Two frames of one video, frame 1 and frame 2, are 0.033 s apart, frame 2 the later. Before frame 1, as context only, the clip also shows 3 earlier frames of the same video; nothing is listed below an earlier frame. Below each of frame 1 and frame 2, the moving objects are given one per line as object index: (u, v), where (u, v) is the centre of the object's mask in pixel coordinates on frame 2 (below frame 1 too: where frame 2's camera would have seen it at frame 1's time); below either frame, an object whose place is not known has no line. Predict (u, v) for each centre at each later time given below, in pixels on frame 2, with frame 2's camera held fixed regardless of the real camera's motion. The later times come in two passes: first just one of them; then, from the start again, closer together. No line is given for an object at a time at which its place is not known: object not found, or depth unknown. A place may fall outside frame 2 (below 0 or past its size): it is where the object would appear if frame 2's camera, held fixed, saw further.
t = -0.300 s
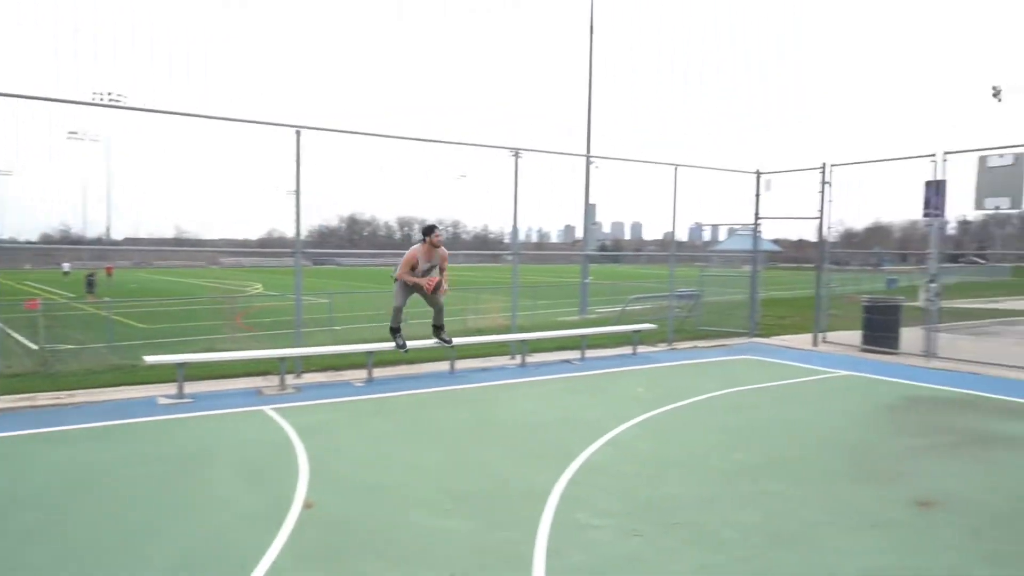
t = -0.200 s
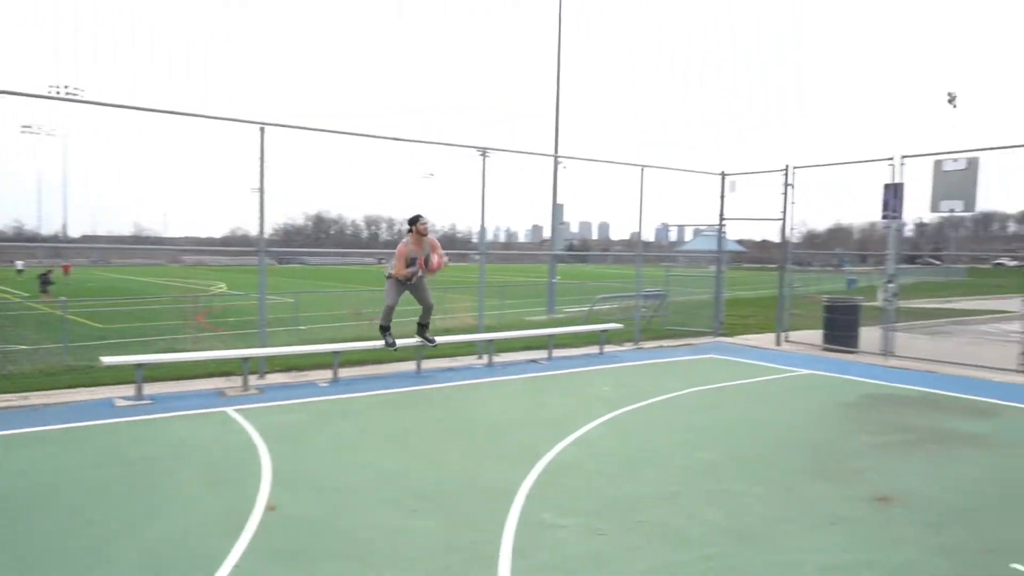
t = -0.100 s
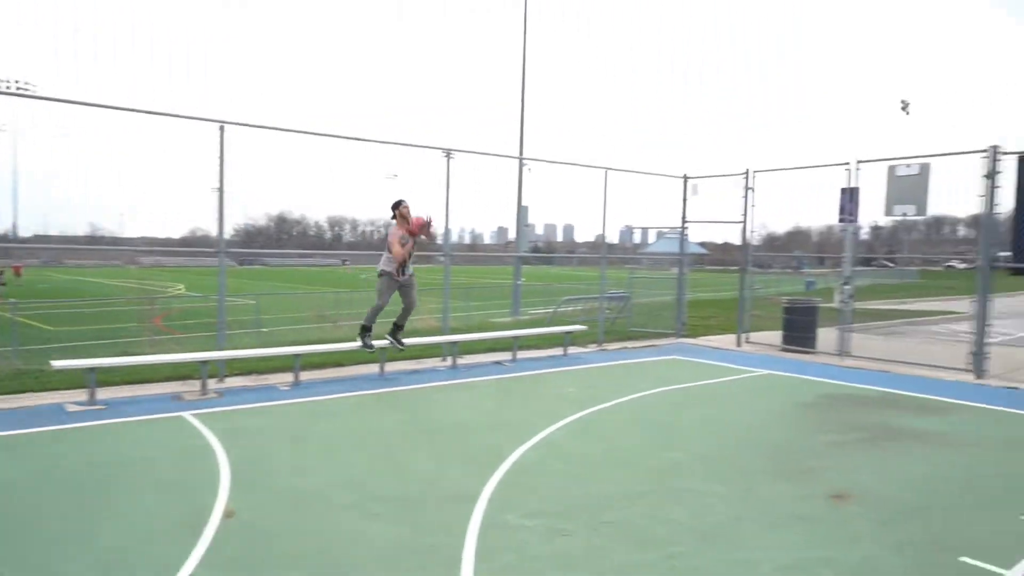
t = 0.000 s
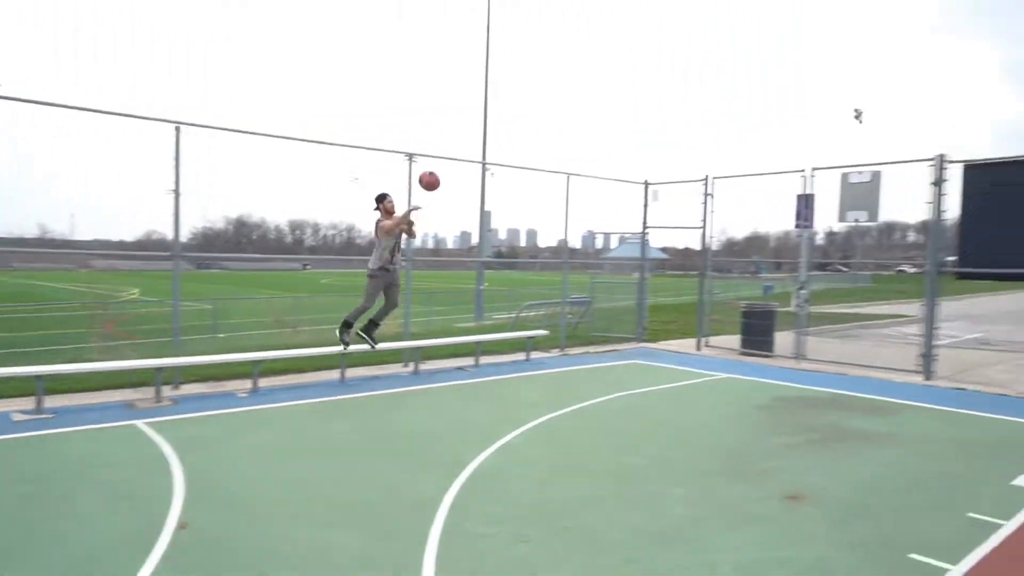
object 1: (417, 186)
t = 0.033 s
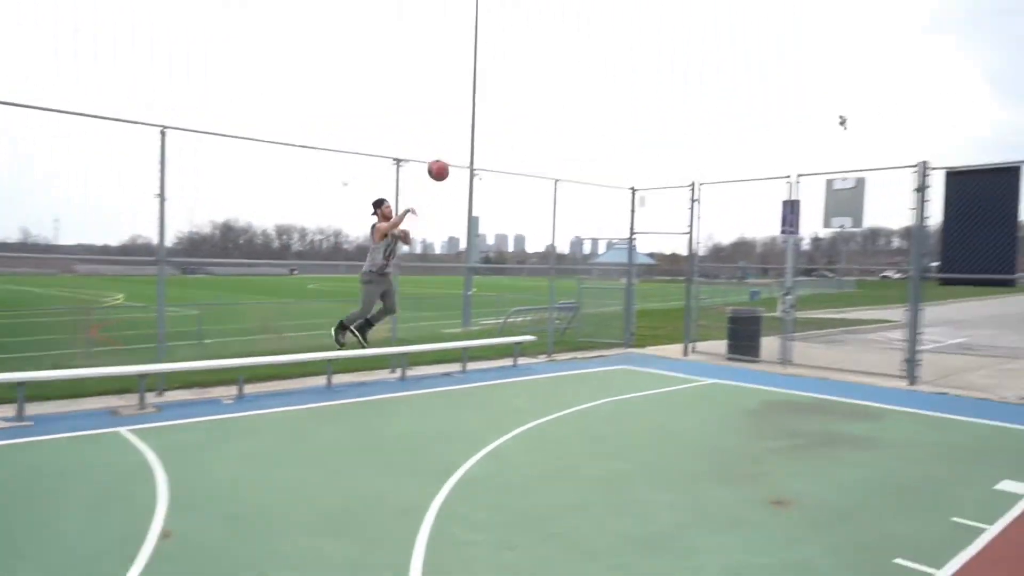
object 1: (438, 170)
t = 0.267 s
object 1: (602, 76)
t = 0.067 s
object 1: (460, 155)
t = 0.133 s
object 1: (506, 126)
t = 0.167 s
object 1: (529, 113)
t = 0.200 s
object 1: (553, 100)
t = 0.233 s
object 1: (577, 88)
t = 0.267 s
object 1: (602, 76)
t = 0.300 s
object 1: (628, 65)
